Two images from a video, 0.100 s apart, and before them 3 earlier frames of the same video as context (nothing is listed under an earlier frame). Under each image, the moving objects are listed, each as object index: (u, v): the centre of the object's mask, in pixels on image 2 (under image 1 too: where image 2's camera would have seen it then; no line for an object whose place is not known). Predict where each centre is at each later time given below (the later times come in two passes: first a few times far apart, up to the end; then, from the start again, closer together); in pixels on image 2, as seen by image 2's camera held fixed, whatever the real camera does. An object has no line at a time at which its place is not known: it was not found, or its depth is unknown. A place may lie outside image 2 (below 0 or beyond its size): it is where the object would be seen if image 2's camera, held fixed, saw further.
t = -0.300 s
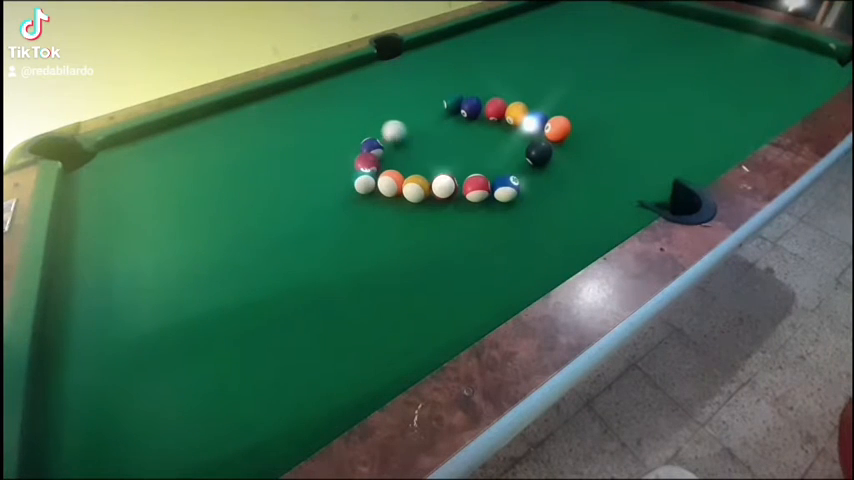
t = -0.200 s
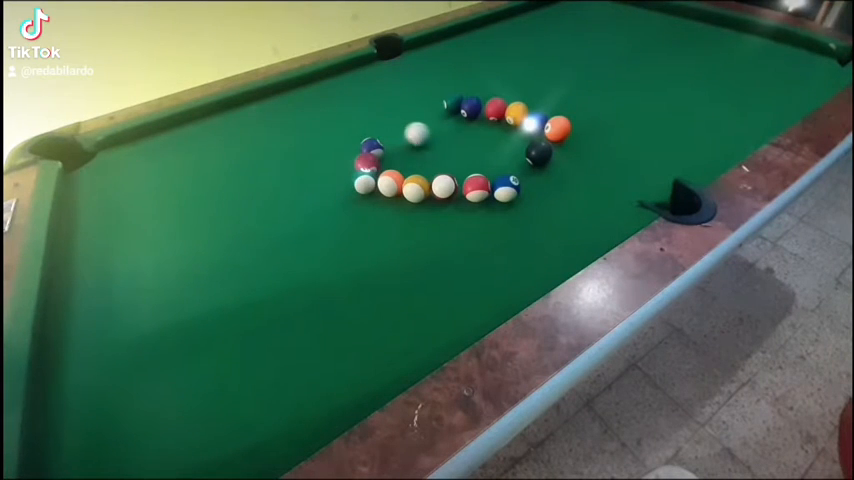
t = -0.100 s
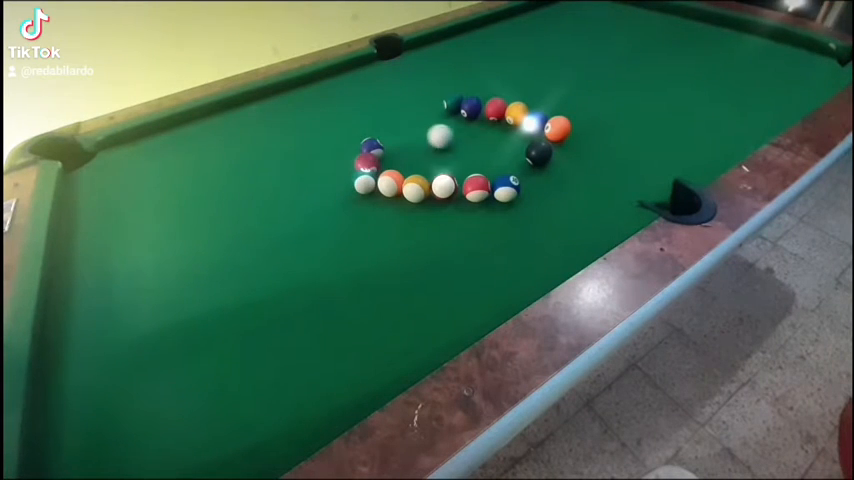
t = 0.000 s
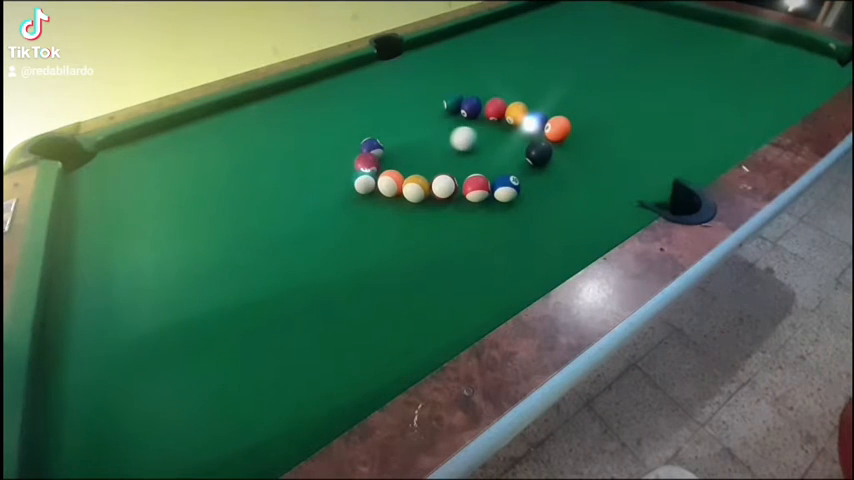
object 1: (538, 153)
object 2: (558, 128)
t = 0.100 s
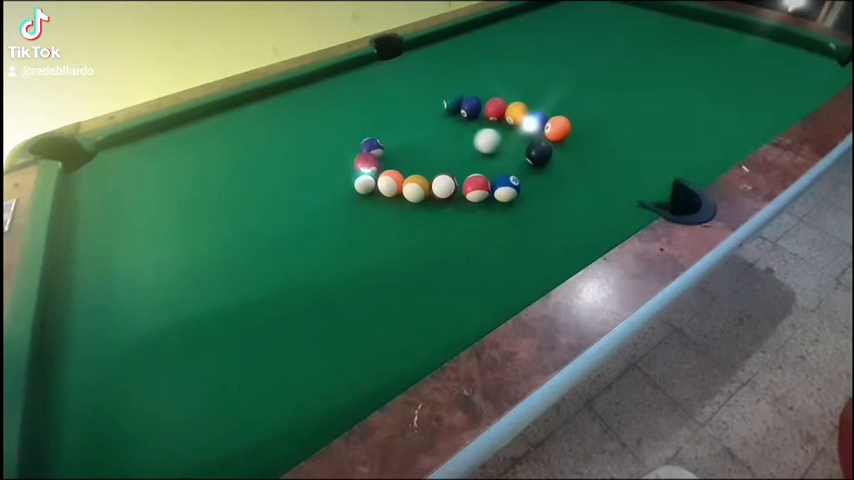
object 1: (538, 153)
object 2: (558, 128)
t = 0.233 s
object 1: (541, 153)
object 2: (558, 129)
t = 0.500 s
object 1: (578, 166)
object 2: (561, 127)
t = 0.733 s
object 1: (610, 178)
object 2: (569, 124)
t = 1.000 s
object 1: (648, 188)
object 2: (577, 119)
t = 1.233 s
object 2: (583, 116)
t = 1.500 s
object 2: (587, 114)
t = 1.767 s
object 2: (588, 113)
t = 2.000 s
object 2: (588, 113)
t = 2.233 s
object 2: (588, 113)
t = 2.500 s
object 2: (588, 113)
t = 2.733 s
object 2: (588, 113)
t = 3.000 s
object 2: (588, 113)
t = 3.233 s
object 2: (588, 113)
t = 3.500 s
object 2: (588, 113)
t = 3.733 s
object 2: (588, 113)
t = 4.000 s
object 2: (588, 113)
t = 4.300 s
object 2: (588, 113)
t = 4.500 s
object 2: (588, 113)
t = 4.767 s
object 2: (588, 113)
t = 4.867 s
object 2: (588, 113)
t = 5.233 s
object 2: (588, 113)
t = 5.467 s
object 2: (588, 113)
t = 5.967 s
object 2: (588, 113)
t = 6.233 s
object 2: (588, 113)
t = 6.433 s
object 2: (588, 113)
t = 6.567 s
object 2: (588, 113)
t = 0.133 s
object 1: (539, 153)
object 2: (558, 129)
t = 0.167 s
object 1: (539, 153)
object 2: (558, 129)
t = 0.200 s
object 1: (539, 153)
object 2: (558, 129)
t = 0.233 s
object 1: (541, 153)
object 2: (558, 129)
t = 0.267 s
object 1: (545, 156)
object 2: (558, 129)
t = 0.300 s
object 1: (550, 157)
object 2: (558, 129)
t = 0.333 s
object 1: (554, 158)
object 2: (557, 129)
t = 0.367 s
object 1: (558, 160)
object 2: (558, 128)
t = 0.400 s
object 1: (562, 162)
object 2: (558, 128)
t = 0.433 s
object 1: (567, 162)
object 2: (559, 128)
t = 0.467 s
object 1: (573, 164)
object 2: (560, 128)
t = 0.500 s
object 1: (578, 166)
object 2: (561, 127)
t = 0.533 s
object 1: (582, 172)
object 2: (562, 127)
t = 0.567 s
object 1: (587, 170)
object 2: (563, 126)
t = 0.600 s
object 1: (592, 172)
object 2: (565, 126)
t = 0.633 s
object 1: (596, 173)
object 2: (566, 125)
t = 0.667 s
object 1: (601, 175)
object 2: (567, 125)
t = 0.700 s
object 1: (605, 176)
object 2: (568, 125)
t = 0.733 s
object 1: (610, 178)
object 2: (569, 124)
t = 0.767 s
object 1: (615, 179)
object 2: (570, 123)
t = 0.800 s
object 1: (620, 181)
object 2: (571, 122)
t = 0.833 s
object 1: (624, 183)
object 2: (572, 122)
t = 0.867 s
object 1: (629, 184)
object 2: (573, 122)
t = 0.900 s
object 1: (633, 185)
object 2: (574, 121)
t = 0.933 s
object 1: (638, 186)
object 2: (575, 121)
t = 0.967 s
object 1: (643, 186)
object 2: (575, 120)
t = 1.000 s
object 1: (648, 188)
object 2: (577, 119)
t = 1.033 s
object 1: (652, 189)
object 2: (578, 119)
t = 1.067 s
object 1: (655, 189)
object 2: (579, 118)
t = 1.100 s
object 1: (660, 193)
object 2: (579, 118)
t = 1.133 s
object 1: (662, 195)
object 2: (581, 118)
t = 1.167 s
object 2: (581, 117)
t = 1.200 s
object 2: (582, 117)
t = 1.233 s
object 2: (583, 116)
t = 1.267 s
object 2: (584, 116)
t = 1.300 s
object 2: (585, 116)
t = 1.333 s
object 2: (585, 116)
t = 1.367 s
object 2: (586, 115)
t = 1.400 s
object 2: (586, 115)
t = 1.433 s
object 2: (587, 115)
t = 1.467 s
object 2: (587, 115)
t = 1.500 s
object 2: (587, 114)
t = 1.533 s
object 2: (587, 114)
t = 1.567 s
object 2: (587, 114)
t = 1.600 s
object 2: (588, 114)
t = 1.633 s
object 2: (588, 113)
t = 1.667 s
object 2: (588, 113)
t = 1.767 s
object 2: (588, 113)
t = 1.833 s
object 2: (588, 113)
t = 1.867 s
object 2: (588, 113)
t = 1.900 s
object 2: (588, 113)
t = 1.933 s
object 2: (588, 112)
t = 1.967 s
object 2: (588, 112)
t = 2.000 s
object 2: (588, 113)
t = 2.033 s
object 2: (588, 113)
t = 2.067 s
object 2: (588, 113)
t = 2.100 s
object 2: (588, 113)
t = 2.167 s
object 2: (588, 113)
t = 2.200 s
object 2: (588, 113)
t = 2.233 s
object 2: (588, 113)
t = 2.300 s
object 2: (588, 113)
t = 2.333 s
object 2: (588, 113)
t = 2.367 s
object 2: (588, 113)
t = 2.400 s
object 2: (588, 113)
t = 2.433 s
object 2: (588, 113)
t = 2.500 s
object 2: (588, 113)
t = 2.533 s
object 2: (588, 113)
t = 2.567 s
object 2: (588, 113)
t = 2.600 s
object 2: (588, 113)
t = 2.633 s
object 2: (588, 113)
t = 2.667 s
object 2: (588, 113)
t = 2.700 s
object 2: (588, 113)
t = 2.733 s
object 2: (588, 113)
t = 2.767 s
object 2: (588, 113)
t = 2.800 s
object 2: (588, 113)
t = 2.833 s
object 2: (588, 113)
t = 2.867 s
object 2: (588, 113)
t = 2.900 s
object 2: (588, 113)
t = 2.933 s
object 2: (588, 113)
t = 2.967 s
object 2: (588, 113)
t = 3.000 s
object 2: (588, 113)
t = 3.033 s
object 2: (588, 113)
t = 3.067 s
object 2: (588, 113)
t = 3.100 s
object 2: (588, 113)
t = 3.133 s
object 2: (588, 113)
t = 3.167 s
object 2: (588, 113)
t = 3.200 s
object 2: (588, 113)
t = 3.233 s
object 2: (588, 113)
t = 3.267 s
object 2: (588, 113)
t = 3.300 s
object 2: (588, 113)
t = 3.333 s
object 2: (588, 113)
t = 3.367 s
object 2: (588, 113)
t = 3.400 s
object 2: (588, 113)
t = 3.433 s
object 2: (588, 113)
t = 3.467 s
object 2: (588, 113)
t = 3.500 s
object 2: (588, 113)
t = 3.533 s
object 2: (588, 113)
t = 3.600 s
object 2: (588, 113)
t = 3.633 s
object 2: (588, 113)
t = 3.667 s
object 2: (588, 113)
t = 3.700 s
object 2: (588, 113)
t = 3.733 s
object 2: (588, 113)
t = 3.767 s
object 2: (588, 113)
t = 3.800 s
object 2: (588, 113)
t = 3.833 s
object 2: (588, 113)
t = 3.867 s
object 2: (588, 113)
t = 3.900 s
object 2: (588, 113)
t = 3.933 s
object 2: (588, 113)
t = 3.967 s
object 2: (588, 113)
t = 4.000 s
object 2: (588, 113)
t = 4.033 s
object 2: (588, 113)
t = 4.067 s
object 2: (588, 113)
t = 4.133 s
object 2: (588, 113)
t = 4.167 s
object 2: (588, 113)
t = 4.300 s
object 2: (588, 113)
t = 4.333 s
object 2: (588, 113)
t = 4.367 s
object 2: (588, 113)
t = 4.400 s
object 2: (588, 113)
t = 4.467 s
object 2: (588, 113)
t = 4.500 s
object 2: (588, 113)
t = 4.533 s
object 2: (588, 113)
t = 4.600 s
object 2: (588, 113)
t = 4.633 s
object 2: (588, 113)
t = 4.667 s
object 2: (588, 113)
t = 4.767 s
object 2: (588, 113)
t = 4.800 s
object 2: (588, 113)
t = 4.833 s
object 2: (588, 113)
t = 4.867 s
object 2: (588, 113)
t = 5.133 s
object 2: (588, 113)
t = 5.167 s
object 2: (588, 113)
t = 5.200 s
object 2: (588, 113)
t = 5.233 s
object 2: (588, 113)
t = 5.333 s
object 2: (588, 113)
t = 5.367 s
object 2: (588, 113)
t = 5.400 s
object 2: (588, 113)
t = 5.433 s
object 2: (588, 113)
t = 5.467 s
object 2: (588, 113)
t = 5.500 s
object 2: (588, 113)
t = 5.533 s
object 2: (588, 113)
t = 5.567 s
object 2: (588, 113)
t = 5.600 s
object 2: (588, 113)
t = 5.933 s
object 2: (588, 113)
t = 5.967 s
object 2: (588, 113)
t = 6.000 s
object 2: (588, 113)
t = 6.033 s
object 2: (588, 113)
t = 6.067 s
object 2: (588, 113)
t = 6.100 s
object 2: (588, 113)
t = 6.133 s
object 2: (588, 113)
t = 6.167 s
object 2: (588, 113)
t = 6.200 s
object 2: (588, 113)
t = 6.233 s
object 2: (588, 113)
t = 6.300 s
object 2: (588, 113)
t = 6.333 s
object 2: (588, 113)
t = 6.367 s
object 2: (588, 113)
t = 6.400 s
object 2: (588, 113)
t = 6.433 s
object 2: (588, 113)
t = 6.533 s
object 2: (588, 113)
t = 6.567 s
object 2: (588, 113)
